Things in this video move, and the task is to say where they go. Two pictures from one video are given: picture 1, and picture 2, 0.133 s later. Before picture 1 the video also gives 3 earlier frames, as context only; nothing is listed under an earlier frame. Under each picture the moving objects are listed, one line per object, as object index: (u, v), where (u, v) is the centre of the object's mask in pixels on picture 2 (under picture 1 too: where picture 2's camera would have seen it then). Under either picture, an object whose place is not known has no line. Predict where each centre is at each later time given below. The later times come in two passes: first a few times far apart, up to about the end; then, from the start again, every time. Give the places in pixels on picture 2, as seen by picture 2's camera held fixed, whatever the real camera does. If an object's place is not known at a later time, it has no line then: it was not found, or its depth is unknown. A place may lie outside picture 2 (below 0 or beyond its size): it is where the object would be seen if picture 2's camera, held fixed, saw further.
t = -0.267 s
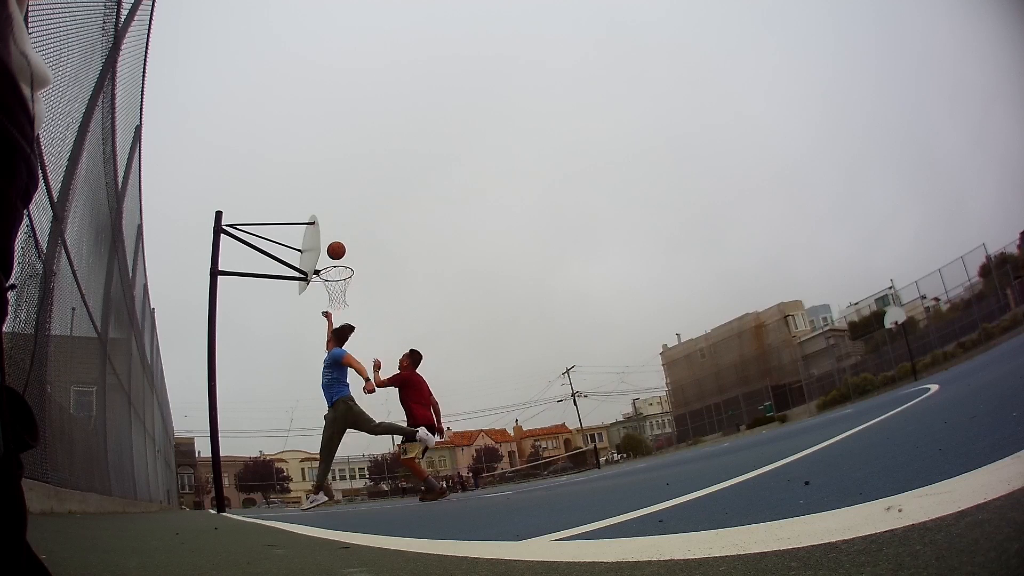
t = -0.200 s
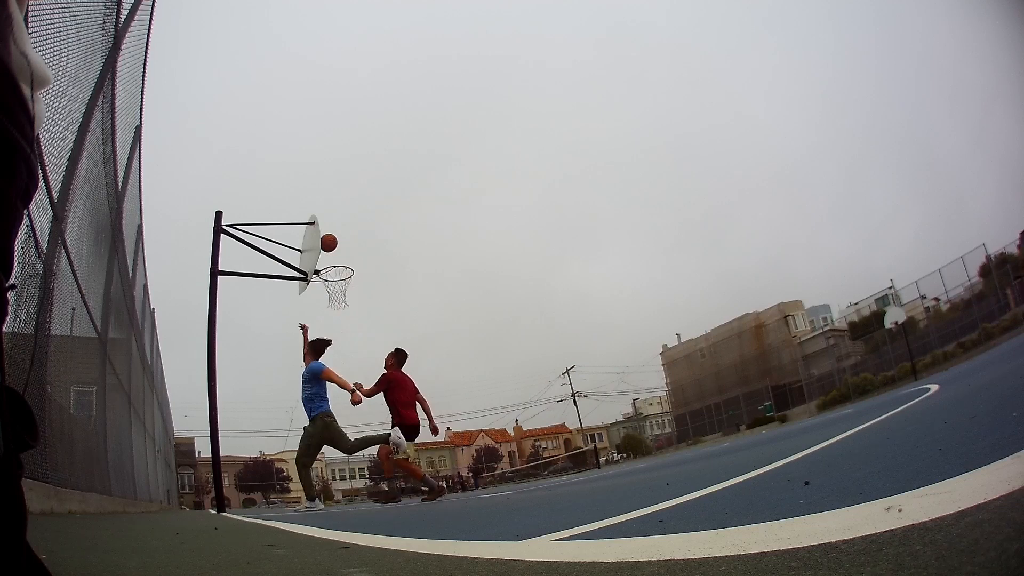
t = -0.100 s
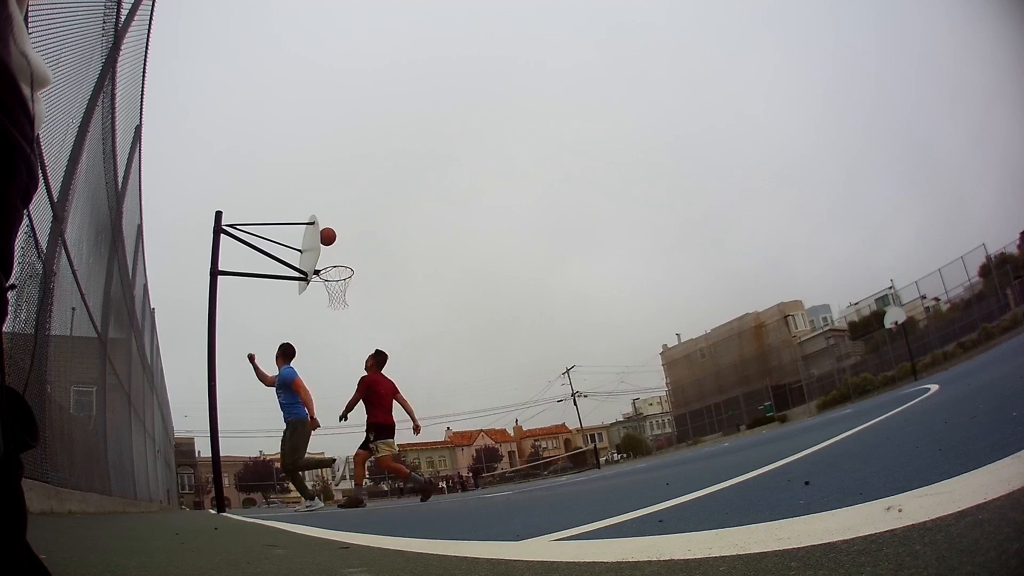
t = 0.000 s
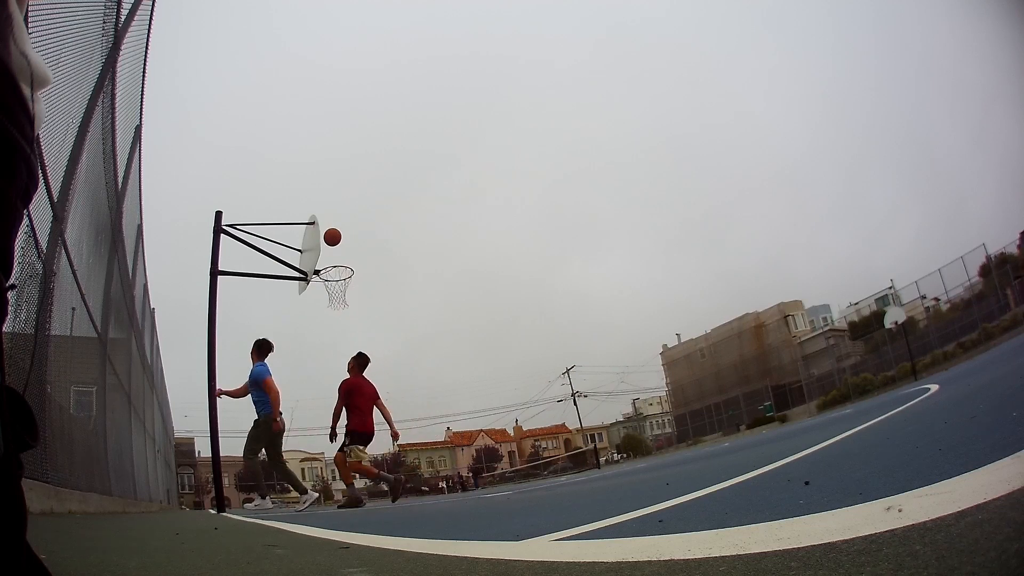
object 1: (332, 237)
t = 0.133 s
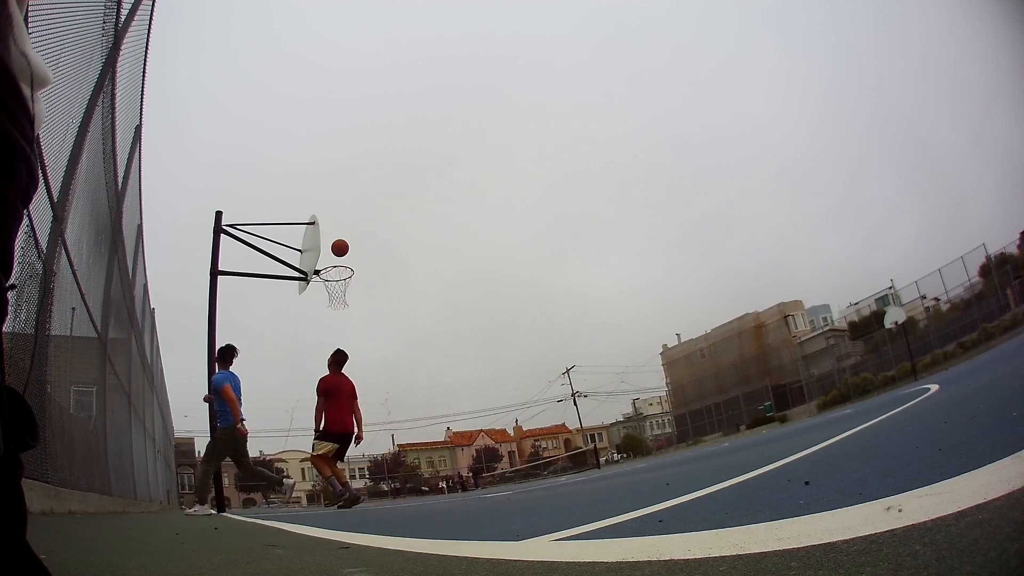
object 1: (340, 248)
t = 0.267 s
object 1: (341, 260)
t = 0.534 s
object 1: (331, 262)
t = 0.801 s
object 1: (333, 265)
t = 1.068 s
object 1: (341, 294)
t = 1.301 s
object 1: (335, 309)
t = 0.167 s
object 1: (342, 252)
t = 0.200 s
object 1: (344, 257)
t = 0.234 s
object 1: (344, 260)
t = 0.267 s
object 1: (341, 260)
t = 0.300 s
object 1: (339, 261)
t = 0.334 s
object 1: (337, 263)
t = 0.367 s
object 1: (335, 265)
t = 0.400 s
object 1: (333, 268)
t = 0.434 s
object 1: (331, 272)
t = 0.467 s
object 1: (331, 268)
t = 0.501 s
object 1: (331, 265)
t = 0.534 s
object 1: (331, 262)
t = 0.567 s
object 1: (331, 260)
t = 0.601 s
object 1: (331, 259)
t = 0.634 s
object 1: (331, 258)
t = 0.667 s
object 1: (332, 258)
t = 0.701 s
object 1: (332, 258)
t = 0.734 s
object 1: (332, 260)
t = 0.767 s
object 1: (333, 262)
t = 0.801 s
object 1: (333, 265)
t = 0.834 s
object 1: (334, 267)
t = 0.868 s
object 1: (336, 270)
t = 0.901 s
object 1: (337, 274)
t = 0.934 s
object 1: (338, 278)
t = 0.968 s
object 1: (339, 283)
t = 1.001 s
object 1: (340, 288)
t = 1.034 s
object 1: (341, 292)
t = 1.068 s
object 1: (341, 294)
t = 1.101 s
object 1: (340, 295)
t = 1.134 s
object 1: (339, 296)
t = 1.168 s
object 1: (339, 297)
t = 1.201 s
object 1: (338, 299)
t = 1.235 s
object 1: (337, 301)
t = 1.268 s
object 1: (336, 304)
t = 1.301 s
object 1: (335, 309)
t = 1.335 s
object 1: (335, 313)
